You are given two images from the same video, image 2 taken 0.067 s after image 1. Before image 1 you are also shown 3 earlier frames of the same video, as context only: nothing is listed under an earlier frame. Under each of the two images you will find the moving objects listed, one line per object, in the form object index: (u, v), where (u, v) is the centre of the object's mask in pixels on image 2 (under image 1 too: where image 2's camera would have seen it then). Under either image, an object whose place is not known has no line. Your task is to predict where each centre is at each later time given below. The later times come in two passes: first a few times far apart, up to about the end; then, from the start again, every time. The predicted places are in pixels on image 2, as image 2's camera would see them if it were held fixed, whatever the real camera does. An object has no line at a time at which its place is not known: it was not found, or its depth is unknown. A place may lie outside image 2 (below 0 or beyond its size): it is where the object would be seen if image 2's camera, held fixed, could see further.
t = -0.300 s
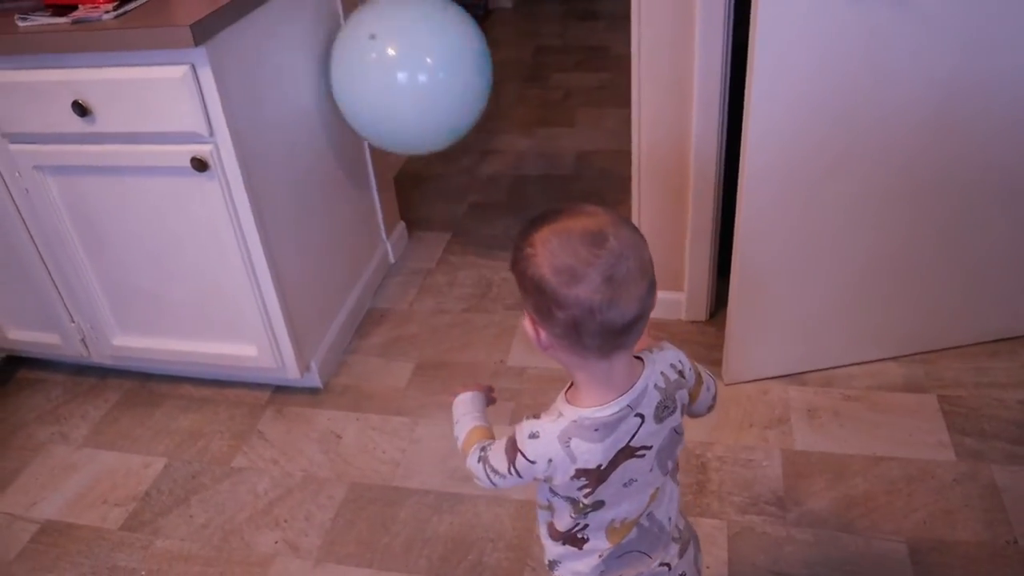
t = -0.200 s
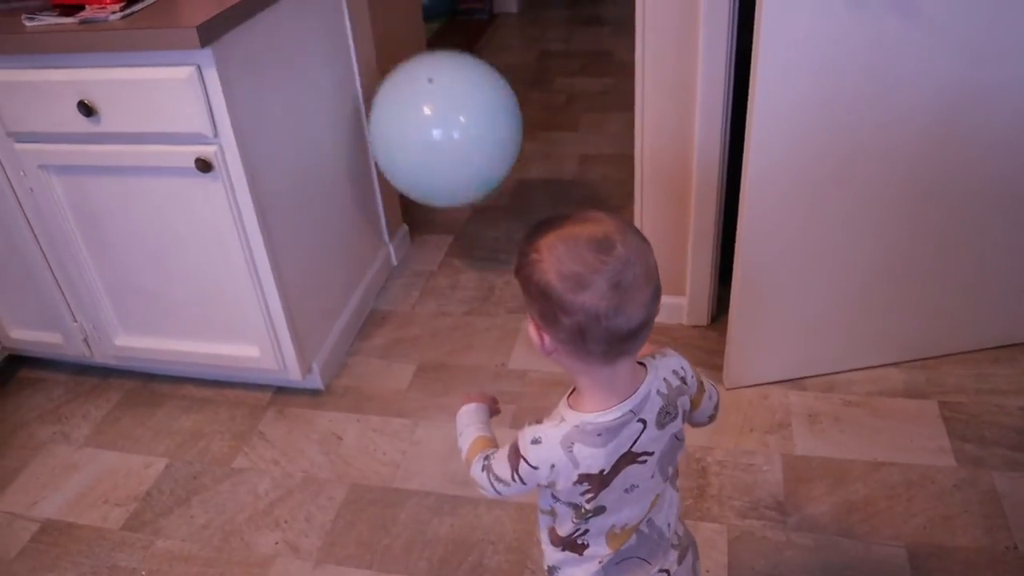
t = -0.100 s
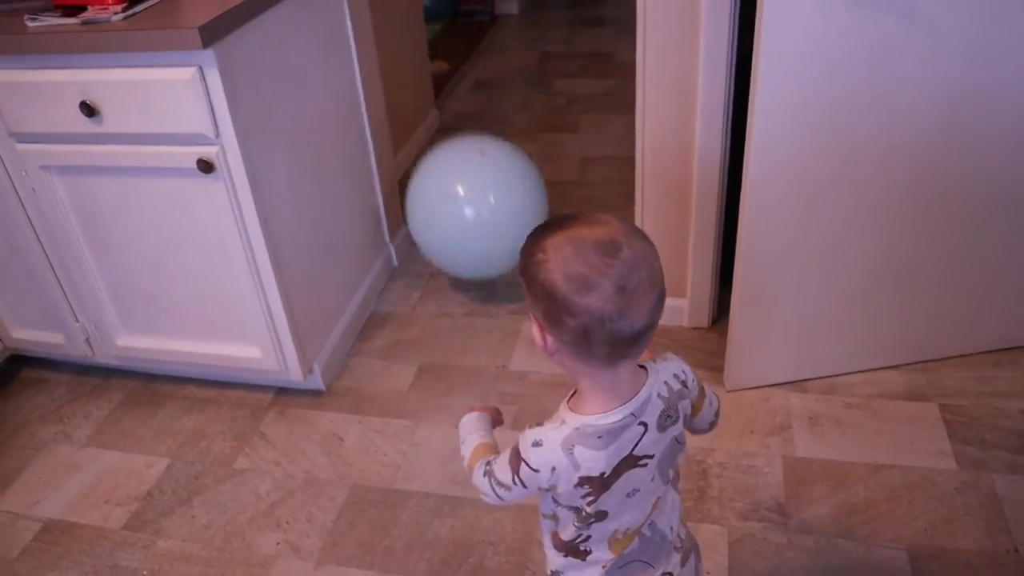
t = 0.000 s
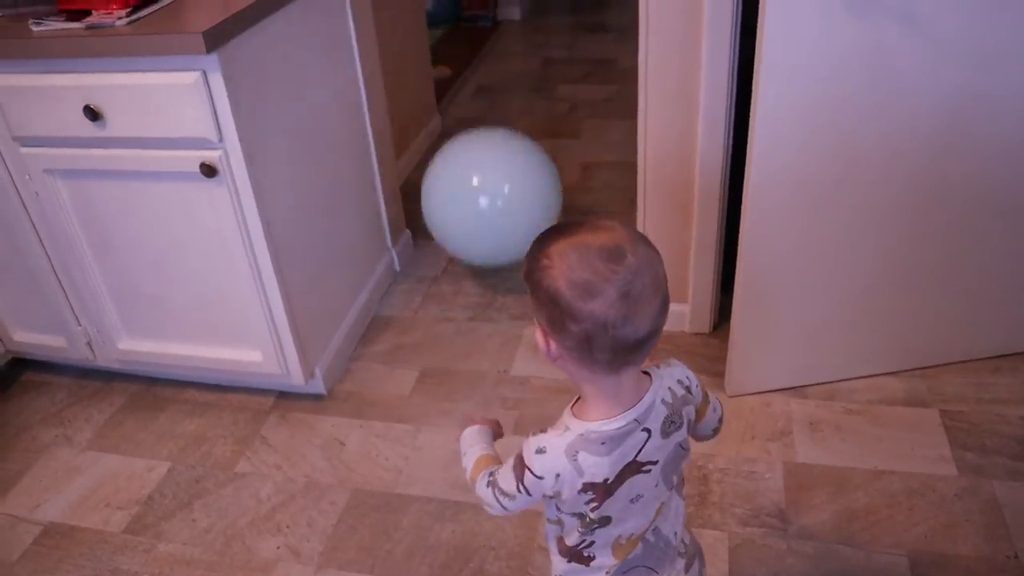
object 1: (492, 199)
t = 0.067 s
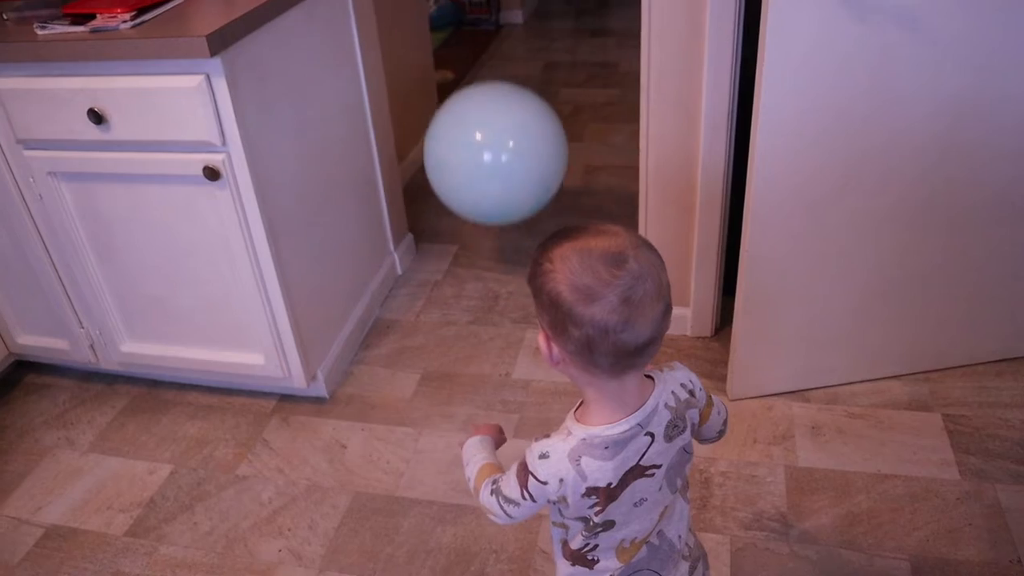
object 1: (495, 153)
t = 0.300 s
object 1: (511, 79)
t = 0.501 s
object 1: (532, 142)
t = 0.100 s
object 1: (497, 133)
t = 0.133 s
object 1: (498, 116)
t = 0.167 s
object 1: (500, 102)
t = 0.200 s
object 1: (502, 92)
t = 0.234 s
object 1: (505, 84)
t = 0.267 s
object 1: (508, 80)
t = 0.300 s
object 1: (511, 79)
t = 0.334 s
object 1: (514, 82)
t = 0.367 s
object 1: (517, 88)
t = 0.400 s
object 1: (520, 97)
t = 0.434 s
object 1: (524, 109)
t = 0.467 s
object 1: (527, 124)
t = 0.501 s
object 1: (532, 142)
